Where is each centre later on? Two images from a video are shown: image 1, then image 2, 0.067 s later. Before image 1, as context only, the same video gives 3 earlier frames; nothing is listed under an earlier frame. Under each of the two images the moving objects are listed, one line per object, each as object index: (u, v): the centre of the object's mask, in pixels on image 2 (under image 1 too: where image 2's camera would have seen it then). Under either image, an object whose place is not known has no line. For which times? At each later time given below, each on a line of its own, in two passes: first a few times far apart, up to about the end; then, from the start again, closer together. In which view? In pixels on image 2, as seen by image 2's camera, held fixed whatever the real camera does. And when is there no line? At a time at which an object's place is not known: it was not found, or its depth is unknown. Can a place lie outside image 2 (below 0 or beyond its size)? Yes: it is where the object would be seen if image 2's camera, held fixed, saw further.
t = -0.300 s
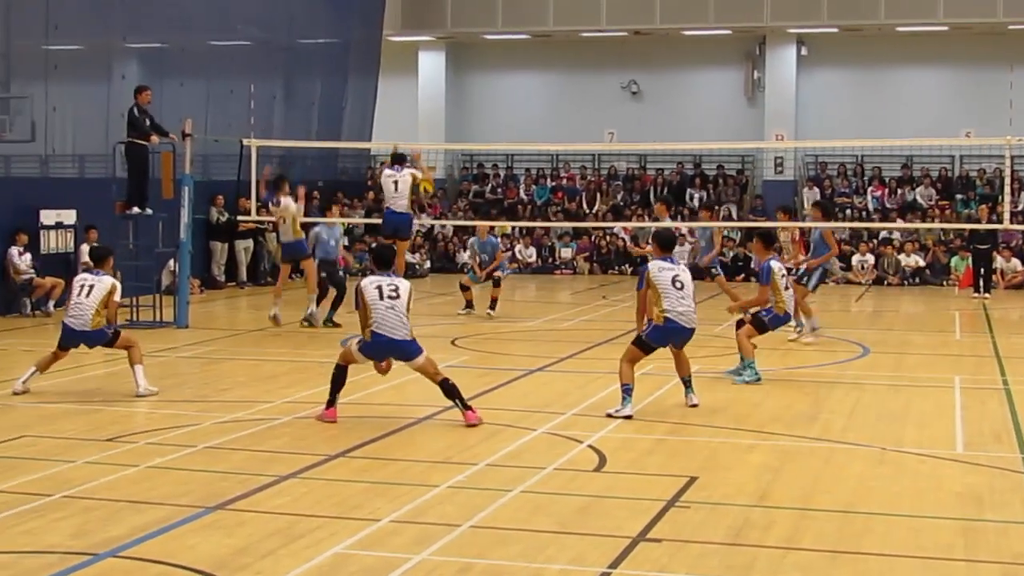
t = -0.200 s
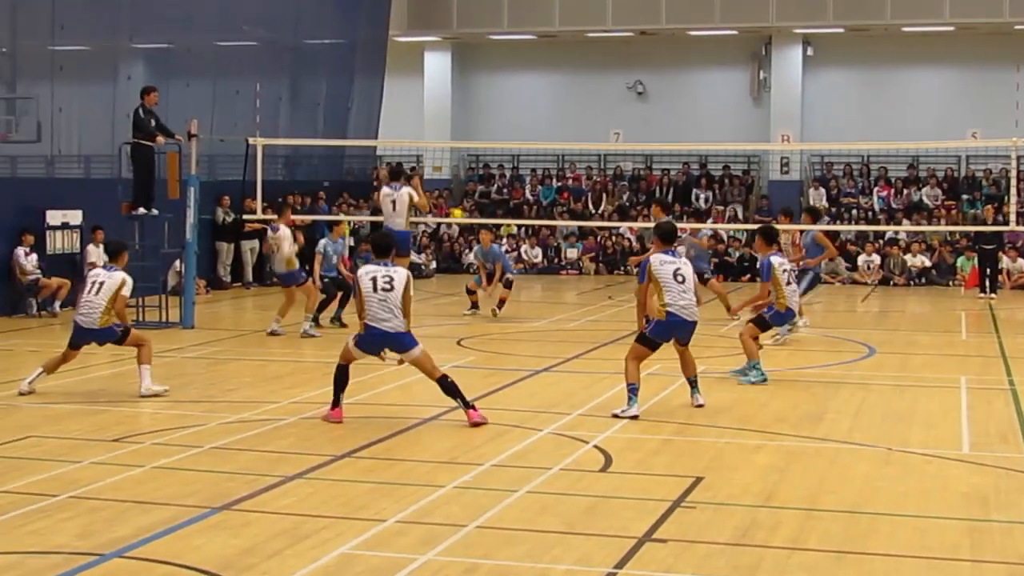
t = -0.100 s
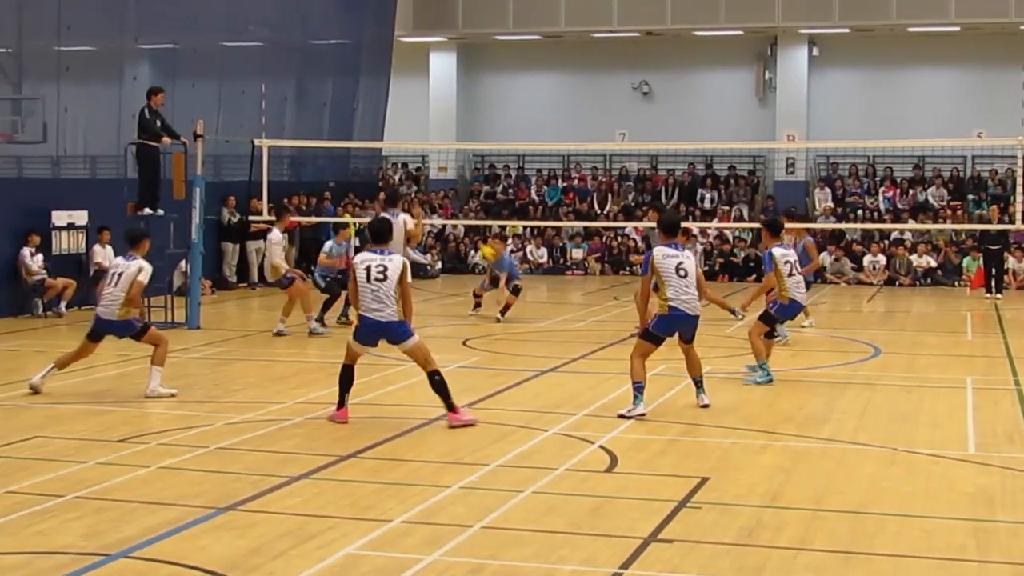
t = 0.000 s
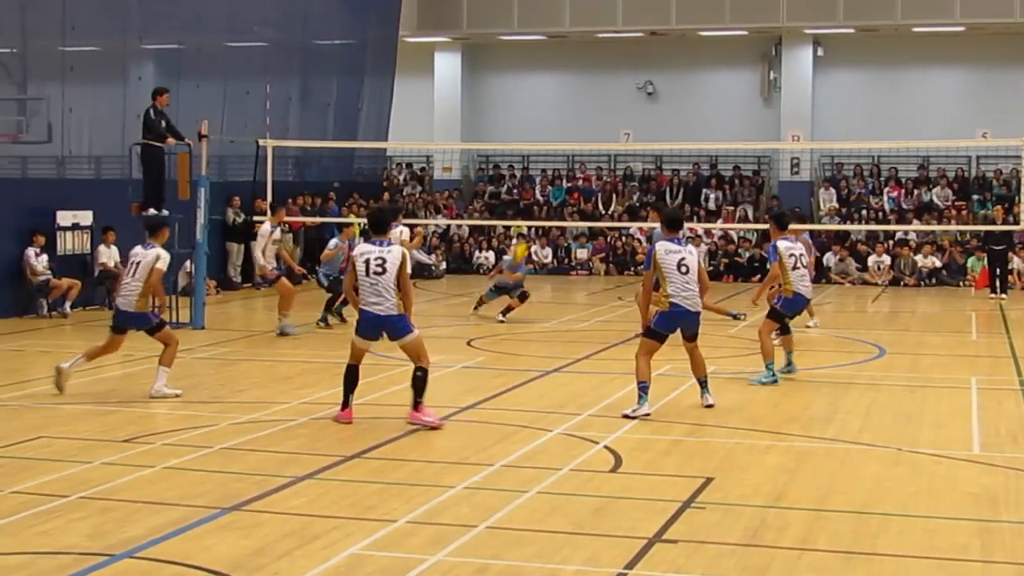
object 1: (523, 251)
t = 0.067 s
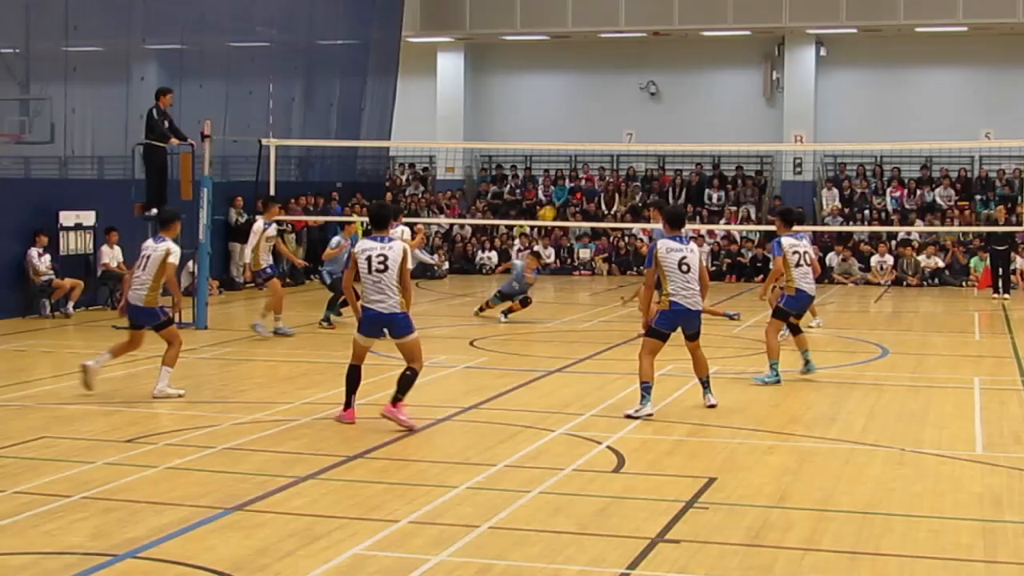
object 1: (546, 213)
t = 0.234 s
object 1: (607, 137)
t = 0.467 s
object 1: (692, 72)
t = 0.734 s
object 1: (791, 47)
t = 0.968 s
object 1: (874, 69)
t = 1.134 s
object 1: (934, 111)
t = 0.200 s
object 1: (594, 155)
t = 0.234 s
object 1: (607, 137)
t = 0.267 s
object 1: (619, 128)
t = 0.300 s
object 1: (631, 116)
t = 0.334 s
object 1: (643, 105)
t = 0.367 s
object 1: (656, 95)
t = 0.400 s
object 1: (667, 87)
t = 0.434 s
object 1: (680, 79)
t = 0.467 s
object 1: (692, 72)
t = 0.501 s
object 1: (705, 65)
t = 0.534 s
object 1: (717, 60)
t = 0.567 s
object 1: (730, 56)
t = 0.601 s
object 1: (742, 53)
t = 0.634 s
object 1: (754, 50)
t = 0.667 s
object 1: (768, 48)
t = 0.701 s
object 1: (778, 47)
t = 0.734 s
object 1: (791, 47)
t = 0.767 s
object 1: (803, 47)
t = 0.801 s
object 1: (816, 49)
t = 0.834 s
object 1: (827, 51)
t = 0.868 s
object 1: (839, 54)
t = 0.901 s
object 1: (851, 59)
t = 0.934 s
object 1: (863, 64)
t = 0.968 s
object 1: (874, 69)
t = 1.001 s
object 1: (887, 76)
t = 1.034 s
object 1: (898, 83)
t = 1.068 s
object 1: (910, 92)
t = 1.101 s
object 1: (922, 101)
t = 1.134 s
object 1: (934, 111)
